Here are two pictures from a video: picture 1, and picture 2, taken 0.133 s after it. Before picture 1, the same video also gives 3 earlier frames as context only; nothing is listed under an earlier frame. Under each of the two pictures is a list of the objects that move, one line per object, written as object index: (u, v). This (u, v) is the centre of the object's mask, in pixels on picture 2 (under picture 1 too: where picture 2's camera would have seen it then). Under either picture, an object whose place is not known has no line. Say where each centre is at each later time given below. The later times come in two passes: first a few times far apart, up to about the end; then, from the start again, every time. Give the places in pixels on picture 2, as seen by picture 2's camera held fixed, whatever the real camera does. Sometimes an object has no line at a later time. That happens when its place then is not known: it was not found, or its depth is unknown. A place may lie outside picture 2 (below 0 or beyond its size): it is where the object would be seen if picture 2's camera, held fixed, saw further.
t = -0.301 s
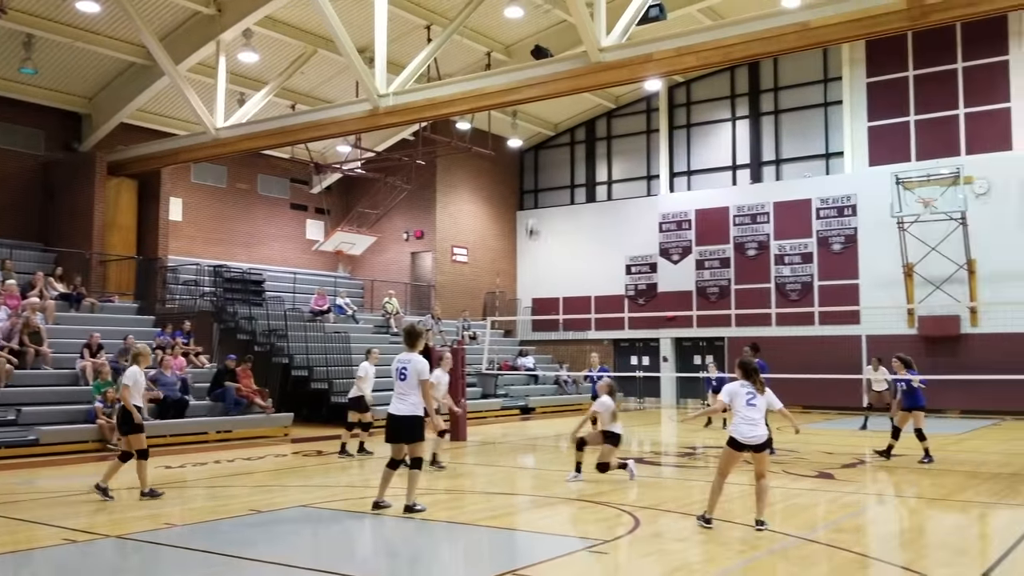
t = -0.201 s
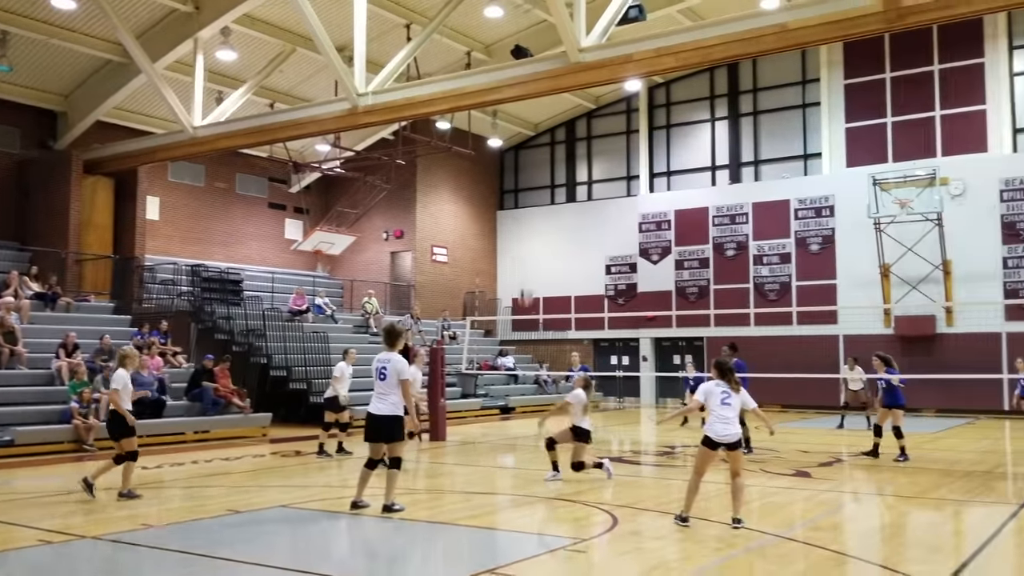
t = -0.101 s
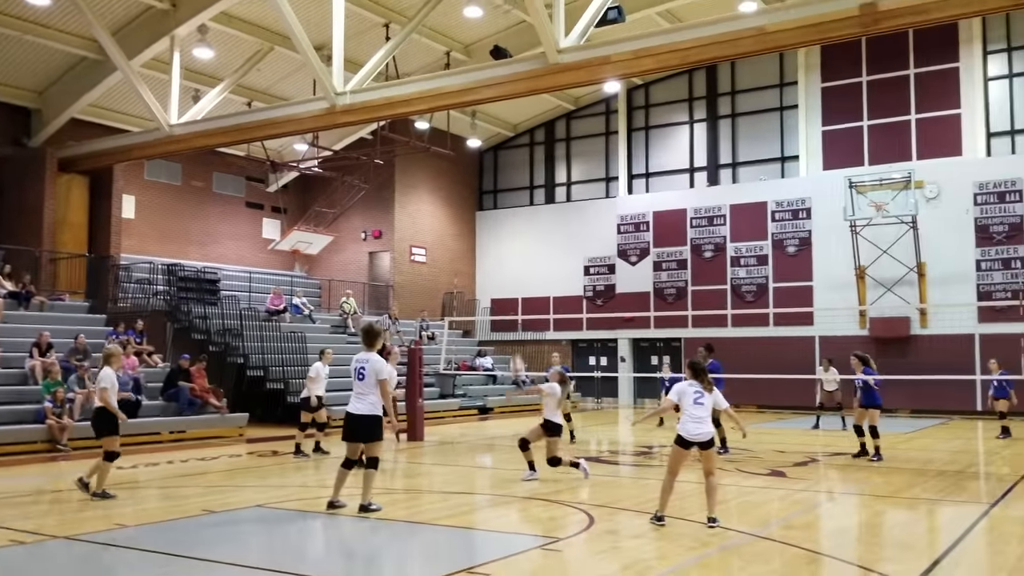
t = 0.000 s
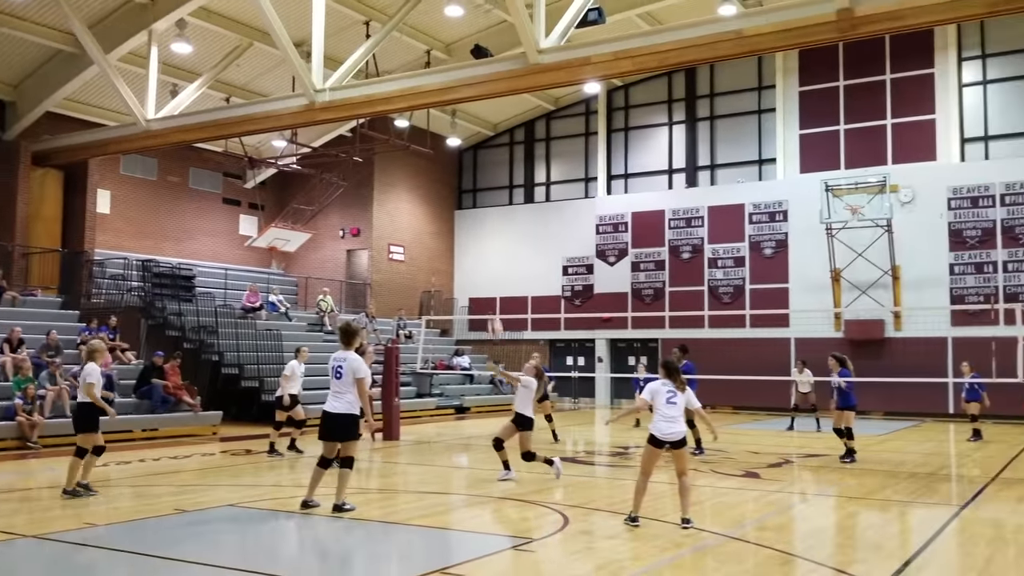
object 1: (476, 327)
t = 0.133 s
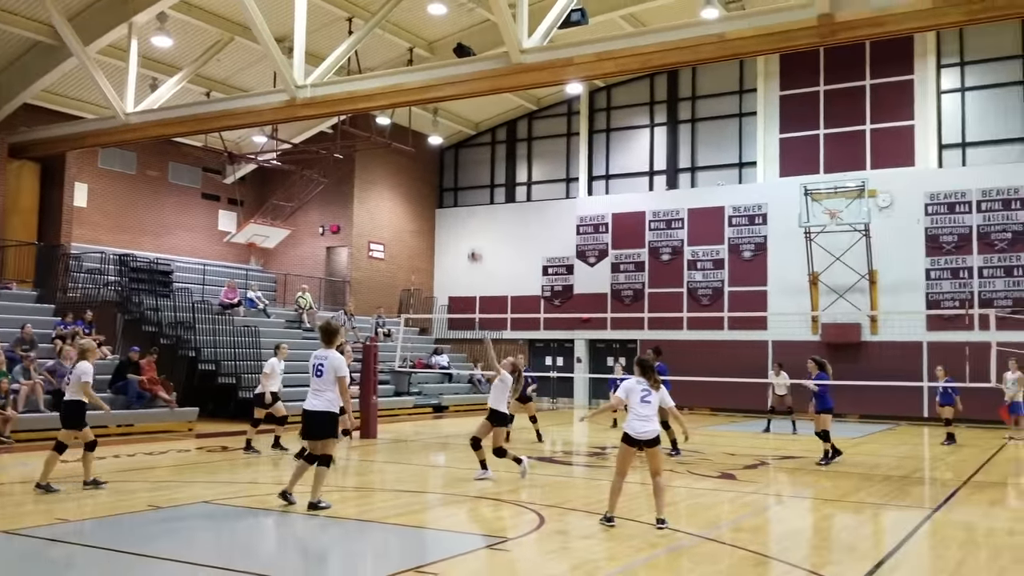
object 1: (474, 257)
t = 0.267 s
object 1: (475, 197)
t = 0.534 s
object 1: (475, 131)
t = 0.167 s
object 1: (474, 240)
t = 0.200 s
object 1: (474, 225)
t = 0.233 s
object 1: (474, 210)
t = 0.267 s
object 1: (475, 197)
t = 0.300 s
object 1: (474, 189)
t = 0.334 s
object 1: (475, 176)
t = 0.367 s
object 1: (475, 167)
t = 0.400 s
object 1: (475, 158)
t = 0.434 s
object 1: (475, 149)
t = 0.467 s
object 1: (475, 142)
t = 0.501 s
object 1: (475, 136)
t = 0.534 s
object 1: (475, 131)
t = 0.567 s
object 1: (475, 126)
